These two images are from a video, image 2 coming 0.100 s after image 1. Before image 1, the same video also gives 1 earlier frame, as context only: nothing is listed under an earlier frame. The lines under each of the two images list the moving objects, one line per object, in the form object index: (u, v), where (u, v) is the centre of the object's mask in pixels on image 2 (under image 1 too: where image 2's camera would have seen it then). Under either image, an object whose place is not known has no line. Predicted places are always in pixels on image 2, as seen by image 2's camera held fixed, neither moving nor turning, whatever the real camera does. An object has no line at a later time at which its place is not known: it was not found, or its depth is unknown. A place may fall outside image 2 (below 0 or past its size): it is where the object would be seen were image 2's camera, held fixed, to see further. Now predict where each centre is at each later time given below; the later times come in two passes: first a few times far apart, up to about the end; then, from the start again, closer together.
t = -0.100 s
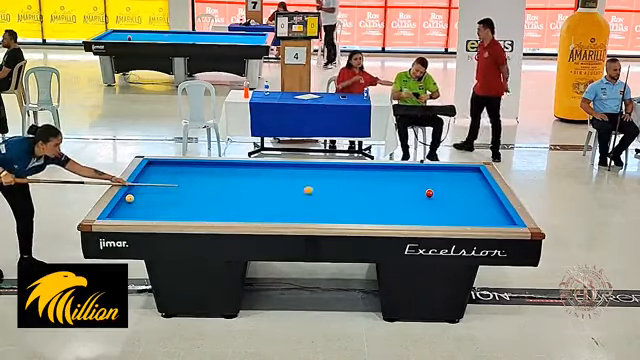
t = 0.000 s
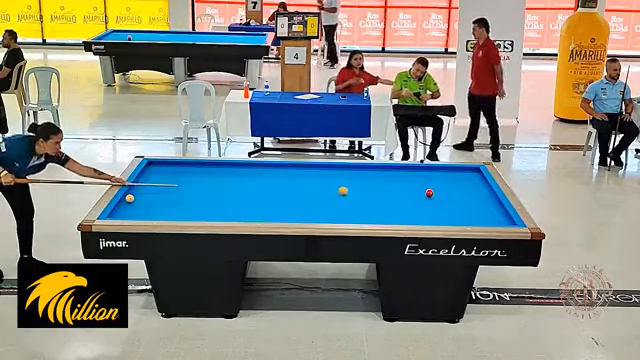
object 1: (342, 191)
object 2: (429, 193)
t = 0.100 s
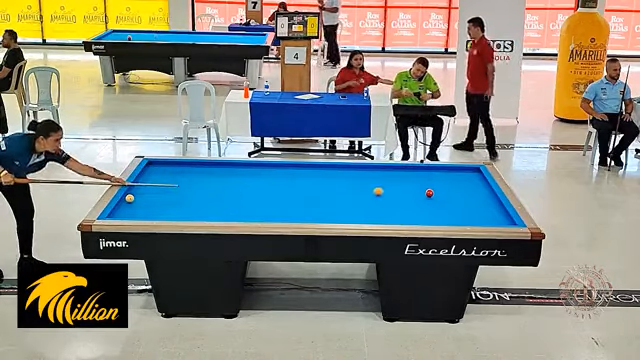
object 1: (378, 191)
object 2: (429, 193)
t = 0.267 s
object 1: (423, 191)
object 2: (442, 195)
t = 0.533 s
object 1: (440, 182)
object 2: (486, 203)
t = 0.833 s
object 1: (469, 177)
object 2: (440, 207)
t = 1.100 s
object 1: (463, 169)
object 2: (402, 211)
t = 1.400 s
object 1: (440, 175)
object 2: (359, 216)
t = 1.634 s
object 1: (423, 179)
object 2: (326, 219)
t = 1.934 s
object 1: (400, 184)
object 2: (284, 218)
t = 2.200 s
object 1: (378, 190)
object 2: (251, 215)
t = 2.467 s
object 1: (357, 195)
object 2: (219, 213)
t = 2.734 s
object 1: (335, 201)
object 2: (187, 210)
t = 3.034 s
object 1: (309, 207)
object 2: (153, 207)
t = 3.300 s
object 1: (286, 213)
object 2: (123, 204)
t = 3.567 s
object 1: (261, 218)
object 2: (139, 201)
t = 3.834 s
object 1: (244, 216)
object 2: (159, 198)
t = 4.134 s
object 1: (227, 214)
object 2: (180, 196)
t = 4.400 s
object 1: (212, 210)
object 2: (197, 193)
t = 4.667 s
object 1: (198, 207)
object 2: (214, 191)
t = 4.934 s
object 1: (185, 205)
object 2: (230, 188)
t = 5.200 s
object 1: (172, 201)
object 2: (245, 186)
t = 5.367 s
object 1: (165, 199)
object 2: (254, 185)
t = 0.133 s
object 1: (389, 191)
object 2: (429, 193)
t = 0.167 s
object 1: (401, 191)
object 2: (429, 193)
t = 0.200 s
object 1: (412, 192)
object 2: (429, 193)
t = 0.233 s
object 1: (421, 192)
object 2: (432, 193)
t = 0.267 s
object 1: (423, 191)
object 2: (442, 195)
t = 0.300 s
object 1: (424, 189)
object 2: (452, 196)
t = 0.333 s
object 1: (426, 188)
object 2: (462, 198)
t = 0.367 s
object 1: (428, 187)
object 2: (472, 198)
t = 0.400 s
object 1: (430, 186)
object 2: (481, 200)
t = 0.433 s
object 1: (432, 185)
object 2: (491, 201)
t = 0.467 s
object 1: (435, 184)
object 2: (498, 202)
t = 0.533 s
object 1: (440, 182)
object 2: (486, 203)
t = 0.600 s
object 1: (446, 181)
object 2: (474, 204)
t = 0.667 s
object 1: (454, 179)
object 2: (464, 205)
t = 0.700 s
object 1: (457, 179)
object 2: (459, 205)
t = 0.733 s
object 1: (461, 178)
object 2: (454, 206)
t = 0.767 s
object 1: (464, 177)
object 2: (449, 207)
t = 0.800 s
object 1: (467, 177)
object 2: (444, 207)
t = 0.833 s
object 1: (469, 177)
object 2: (440, 207)
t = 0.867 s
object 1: (474, 175)
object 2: (436, 208)
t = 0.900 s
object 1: (477, 174)
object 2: (431, 208)
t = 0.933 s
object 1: (480, 174)
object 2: (426, 209)
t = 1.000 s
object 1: (473, 171)
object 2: (417, 210)
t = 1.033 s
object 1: (469, 170)
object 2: (412, 210)
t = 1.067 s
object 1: (466, 169)
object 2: (407, 211)
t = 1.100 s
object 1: (463, 169)
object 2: (402, 211)
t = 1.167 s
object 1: (458, 170)
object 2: (393, 212)
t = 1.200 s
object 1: (455, 171)
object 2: (388, 213)
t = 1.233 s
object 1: (452, 171)
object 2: (383, 213)
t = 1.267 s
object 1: (450, 172)
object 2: (379, 214)
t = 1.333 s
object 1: (445, 173)
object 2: (369, 214)
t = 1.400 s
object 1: (440, 175)
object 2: (359, 216)
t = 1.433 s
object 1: (438, 175)
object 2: (354, 216)
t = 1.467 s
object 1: (435, 176)
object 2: (349, 217)
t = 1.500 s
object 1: (433, 176)
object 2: (344, 217)
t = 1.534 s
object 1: (430, 177)
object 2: (340, 218)
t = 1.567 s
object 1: (428, 178)
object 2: (335, 218)
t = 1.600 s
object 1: (426, 178)
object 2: (330, 219)
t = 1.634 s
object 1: (423, 179)
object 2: (326, 219)
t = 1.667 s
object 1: (420, 179)
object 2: (320, 219)
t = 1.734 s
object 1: (415, 181)
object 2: (310, 219)
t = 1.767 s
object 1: (412, 181)
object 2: (306, 219)
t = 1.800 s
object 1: (410, 182)
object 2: (302, 218)
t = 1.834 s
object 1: (407, 183)
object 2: (297, 218)
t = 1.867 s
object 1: (405, 183)
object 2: (293, 218)
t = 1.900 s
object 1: (402, 184)
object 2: (290, 218)
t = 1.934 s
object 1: (400, 184)
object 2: (284, 218)
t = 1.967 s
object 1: (397, 185)
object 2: (281, 218)
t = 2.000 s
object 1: (394, 186)
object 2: (276, 217)
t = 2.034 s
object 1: (392, 187)
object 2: (272, 216)
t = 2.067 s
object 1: (389, 187)
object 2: (268, 216)
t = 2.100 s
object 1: (387, 188)
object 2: (264, 216)
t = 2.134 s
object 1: (384, 188)
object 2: (260, 216)
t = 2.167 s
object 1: (382, 189)
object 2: (255, 216)
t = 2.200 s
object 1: (378, 190)
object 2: (251, 215)
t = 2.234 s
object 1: (376, 191)
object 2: (247, 215)
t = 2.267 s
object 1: (373, 191)
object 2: (243, 215)
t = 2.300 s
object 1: (371, 192)
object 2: (239, 215)
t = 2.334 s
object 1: (368, 192)
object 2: (235, 214)
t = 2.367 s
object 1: (365, 193)
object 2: (231, 214)
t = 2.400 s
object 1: (362, 194)
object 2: (227, 214)
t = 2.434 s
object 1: (360, 195)
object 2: (223, 213)
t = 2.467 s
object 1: (357, 195)
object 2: (219, 213)
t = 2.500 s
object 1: (354, 196)
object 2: (215, 212)
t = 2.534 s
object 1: (351, 197)
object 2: (211, 212)
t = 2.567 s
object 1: (349, 197)
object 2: (207, 212)
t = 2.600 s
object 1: (346, 198)
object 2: (203, 212)
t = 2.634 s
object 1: (343, 199)
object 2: (199, 211)
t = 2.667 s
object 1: (340, 199)
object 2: (195, 210)
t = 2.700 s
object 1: (338, 200)
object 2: (191, 210)
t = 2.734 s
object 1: (335, 201)
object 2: (187, 210)
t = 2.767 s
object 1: (332, 201)
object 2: (184, 209)
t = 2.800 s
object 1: (329, 202)
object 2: (180, 209)
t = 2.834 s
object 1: (326, 202)
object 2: (176, 209)
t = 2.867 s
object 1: (324, 203)
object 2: (172, 208)
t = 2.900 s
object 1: (321, 204)
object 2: (168, 208)
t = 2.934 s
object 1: (318, 205)
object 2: (164, 208)
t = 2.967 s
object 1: (315, 205)
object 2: (161, 208)
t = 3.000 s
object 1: (312, 206)
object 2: (157, 207)
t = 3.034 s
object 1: (309, 207)
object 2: (153, 207)
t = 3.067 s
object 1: (306, 208)
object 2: (149, 207)
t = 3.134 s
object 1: (300, 209)
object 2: (142, 206)
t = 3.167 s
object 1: (298, 209)
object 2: (138, 205)
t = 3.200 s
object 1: (295, 211)
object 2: (135, 205)
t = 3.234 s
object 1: (292, 212)
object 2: (131, 205)
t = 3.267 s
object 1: (289, 212)
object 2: (127, 204)
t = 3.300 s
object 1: (286, 213)
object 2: (123, 204)
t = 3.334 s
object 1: (283, 214)
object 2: (120, 203)
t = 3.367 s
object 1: (280, 214)
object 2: (123, 203)
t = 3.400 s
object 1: (277, 215)
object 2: (126, 203)
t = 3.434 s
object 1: (273, 215)
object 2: (129, 203)
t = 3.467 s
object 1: (271, 215)
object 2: (131, 202)
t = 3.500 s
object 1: (267, 217)
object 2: (134, 202)
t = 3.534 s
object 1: (264, 217)
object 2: (137, 201)
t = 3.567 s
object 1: (261, 218)
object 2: (139, 201)
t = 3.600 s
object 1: (259, 218)
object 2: (142, 201)
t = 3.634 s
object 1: (256, 218)
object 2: (144, 201)
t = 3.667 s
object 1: (253, 218)
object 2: (147, 200)
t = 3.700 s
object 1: (252, 217)
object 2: (149, 200)
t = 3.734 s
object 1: (250, 217)
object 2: (151, 199)
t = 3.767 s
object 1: (248, 217)
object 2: (154, 199)
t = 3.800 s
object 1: (246, 217)
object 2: (156, 199)
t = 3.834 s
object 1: (244, 216)
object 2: (159, 198)
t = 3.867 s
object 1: (242, 216)
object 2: (161, 198)
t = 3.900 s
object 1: (240, 216)
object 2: (164, 198)
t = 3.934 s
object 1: (238, 215)
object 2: (166, 197)
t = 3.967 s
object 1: (236, 215)
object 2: (168, 197)
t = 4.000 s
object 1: (234, 215)
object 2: (171, 197)
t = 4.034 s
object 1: (232, 214)
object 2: (173, 197)
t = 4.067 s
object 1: (231, 214)
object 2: (175, 196)
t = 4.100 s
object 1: (229, 214)
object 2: (177, 196)
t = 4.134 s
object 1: (227, 214)
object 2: (180, 196)
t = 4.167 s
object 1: (225, 214)
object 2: (182, 195)
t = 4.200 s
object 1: (223, 212)
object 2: (184, 195)
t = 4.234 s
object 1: (221, 212)
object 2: (186, 195)
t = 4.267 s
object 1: (220, 211)
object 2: (188, 195)
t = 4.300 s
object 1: (218, 211)
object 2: (191, 194)
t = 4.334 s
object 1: (216, 211)
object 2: (193, 194)
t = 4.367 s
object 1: (214, 211)
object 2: (195, 193)
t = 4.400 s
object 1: (212, 210)
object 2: (197, 193)
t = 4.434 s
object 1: (210, 210)
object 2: (199, 193)
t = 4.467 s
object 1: (209, 209)
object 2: (201, 193)
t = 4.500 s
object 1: (207, 209)
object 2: (203, 192)
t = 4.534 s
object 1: (205, 208)
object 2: (206, 192)
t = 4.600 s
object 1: (202, 208)
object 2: (210, 191)
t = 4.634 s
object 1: (200, 207)
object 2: (212, 191)
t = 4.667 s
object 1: (198, 207)
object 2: (214, 191)
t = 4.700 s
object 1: (197, 206)
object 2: (216, 190)
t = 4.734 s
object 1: (195, 206)
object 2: (218, 190)
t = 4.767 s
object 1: (193, 206)
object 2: (220, 190)
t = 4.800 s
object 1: (192, 205)
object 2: (222, 189)
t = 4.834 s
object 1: (190, 205)
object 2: (224, 189)
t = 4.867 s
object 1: (188, 205)
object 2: (226, 189)
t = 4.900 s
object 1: (187, 204)
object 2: (228, 189)
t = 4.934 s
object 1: (185, 205)
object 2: (230, 188)
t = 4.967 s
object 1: (184, 203)
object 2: (232, 188)
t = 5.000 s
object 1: (182, 203)
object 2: (233, 188)
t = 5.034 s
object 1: (180, 203)
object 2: (235, 187)
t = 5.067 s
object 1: (179, 202)
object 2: (237, 187)
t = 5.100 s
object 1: (177, 202)
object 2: (239, 187)
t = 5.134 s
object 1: (176, 201)
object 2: (241, 187)
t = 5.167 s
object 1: (174, 201)
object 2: (243, 187)
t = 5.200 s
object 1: (172, 201)
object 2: (245, 186)
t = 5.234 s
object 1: (171, 201)
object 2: (247, 186)
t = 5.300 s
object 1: (168, 200)
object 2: (250, 186)
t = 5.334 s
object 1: (166, 200)
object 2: (252, 185)
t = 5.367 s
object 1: (165, 199)
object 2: (254, 185)
